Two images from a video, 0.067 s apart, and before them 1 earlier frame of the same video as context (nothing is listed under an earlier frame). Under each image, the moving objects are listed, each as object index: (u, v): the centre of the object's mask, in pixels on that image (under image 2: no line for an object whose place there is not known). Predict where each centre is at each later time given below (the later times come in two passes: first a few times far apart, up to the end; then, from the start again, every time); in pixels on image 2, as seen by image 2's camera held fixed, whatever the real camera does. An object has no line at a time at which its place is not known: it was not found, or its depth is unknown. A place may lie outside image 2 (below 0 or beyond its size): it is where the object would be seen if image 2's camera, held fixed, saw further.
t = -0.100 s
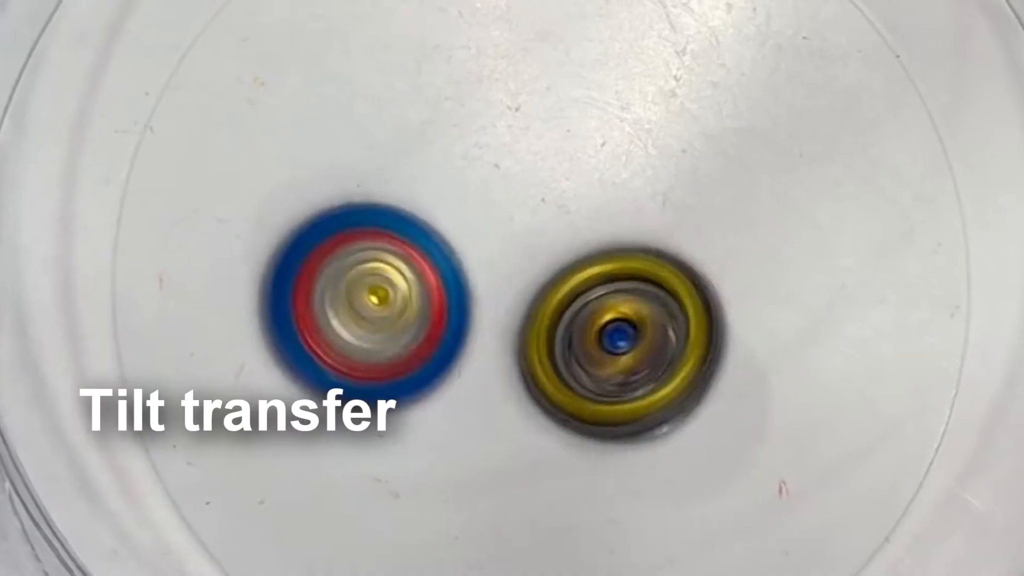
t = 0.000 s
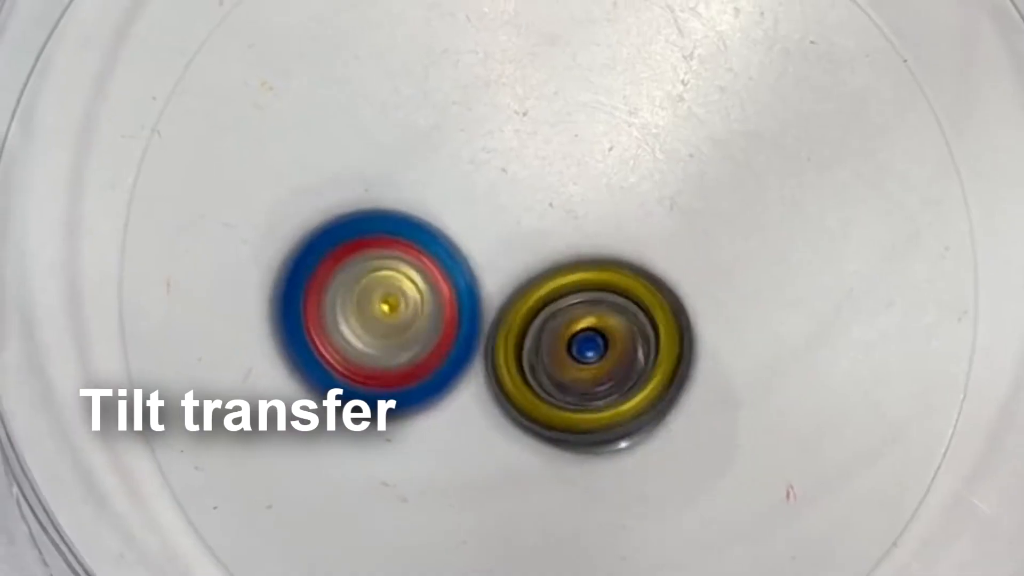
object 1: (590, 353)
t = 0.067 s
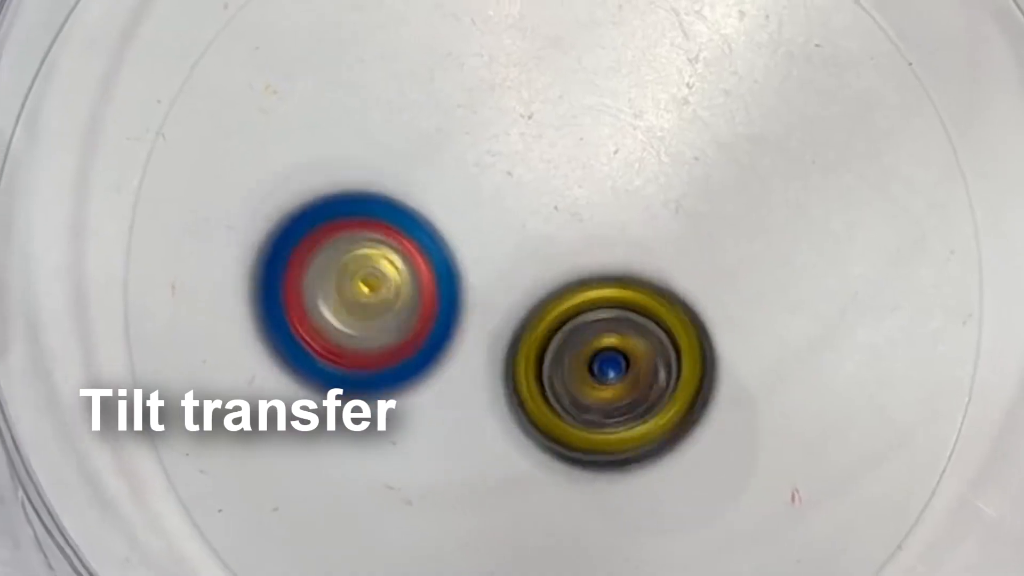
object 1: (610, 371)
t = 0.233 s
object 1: (583, 364)
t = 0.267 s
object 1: (573, 360)
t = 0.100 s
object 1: (613, 375)
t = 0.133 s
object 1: (607, 374)
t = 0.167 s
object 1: (600, 372)
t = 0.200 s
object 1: (592, 368)
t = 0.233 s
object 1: (583, 364)
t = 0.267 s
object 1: (573, 360)
